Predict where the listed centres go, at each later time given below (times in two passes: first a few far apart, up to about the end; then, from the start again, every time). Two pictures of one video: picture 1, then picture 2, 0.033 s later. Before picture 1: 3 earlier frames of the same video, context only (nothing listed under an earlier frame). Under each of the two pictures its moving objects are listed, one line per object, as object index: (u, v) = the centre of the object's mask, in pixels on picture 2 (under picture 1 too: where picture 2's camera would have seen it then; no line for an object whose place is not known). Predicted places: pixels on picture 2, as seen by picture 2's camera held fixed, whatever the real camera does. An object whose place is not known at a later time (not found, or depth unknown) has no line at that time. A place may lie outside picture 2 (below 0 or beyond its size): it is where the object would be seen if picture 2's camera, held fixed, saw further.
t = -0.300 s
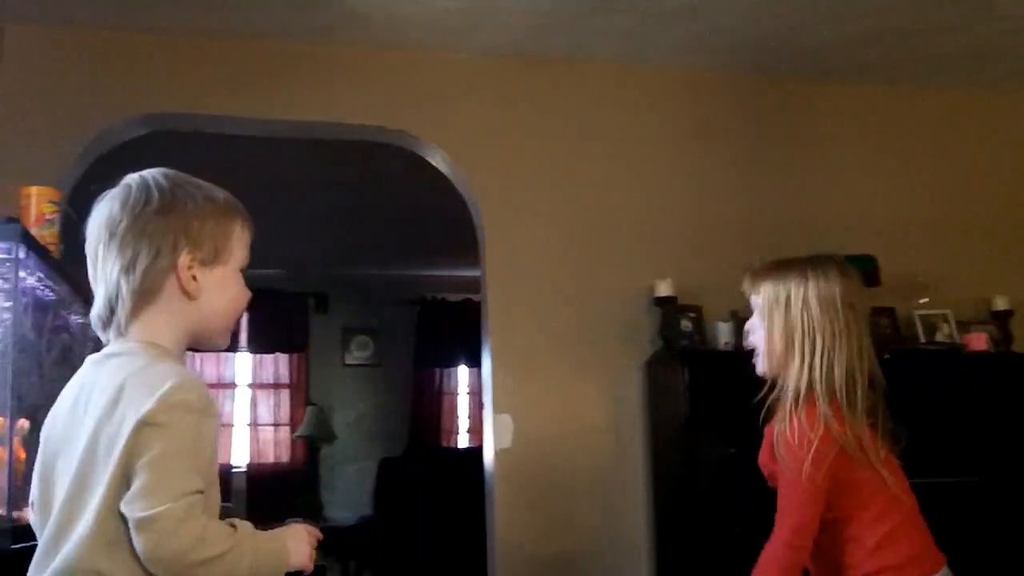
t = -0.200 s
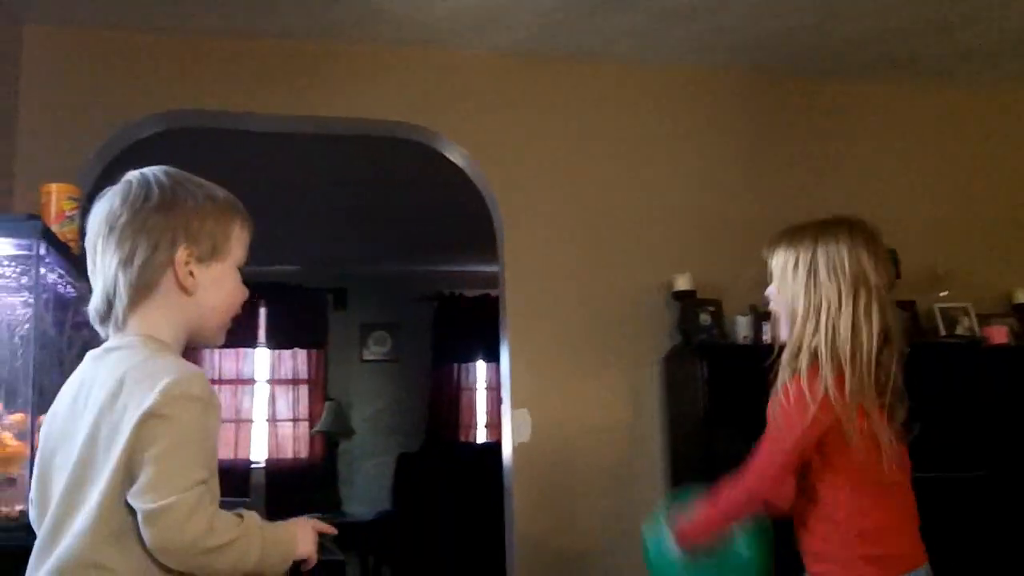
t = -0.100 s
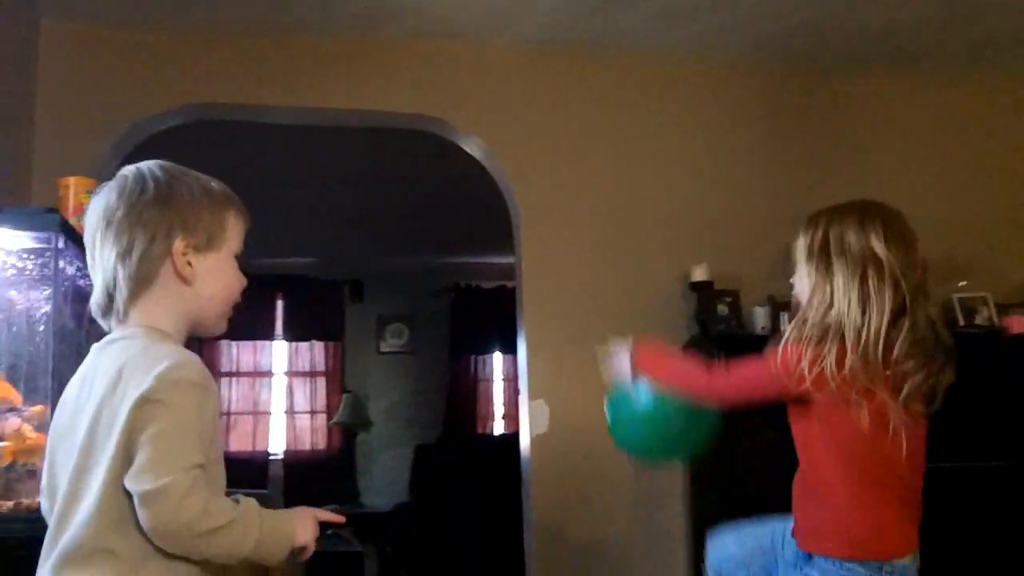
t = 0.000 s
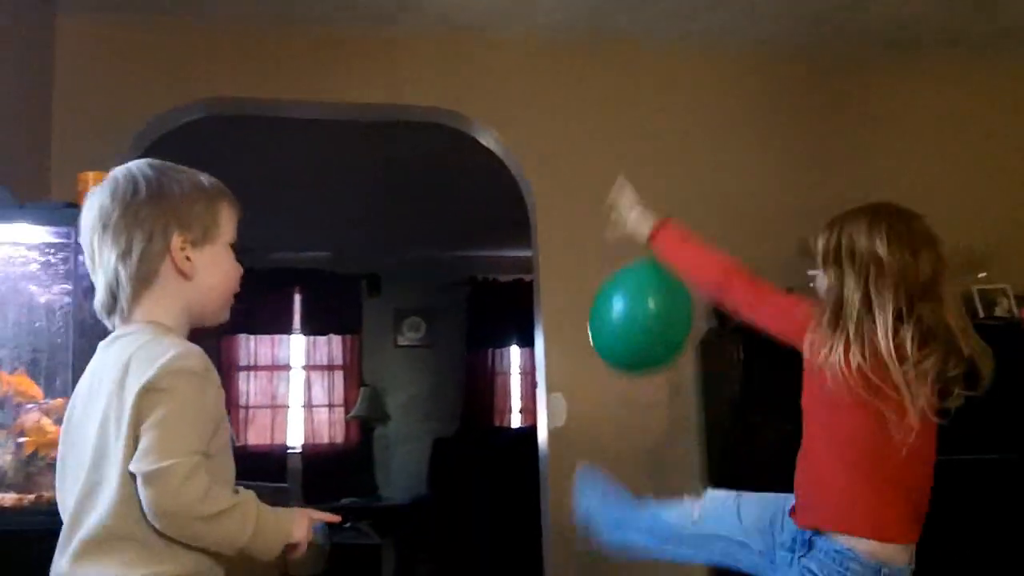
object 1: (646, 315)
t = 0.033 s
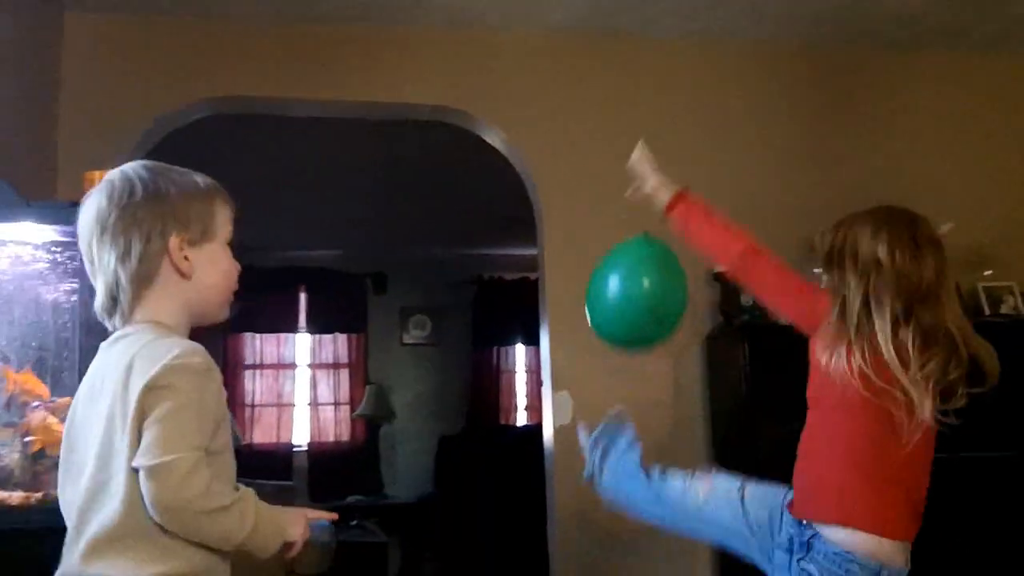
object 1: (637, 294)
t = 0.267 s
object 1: (596, 203)
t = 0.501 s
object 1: (566, 169)
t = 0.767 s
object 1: (547, 174)
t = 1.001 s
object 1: (545, 210)
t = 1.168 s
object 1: (546, 250)
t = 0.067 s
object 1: (629, 276)
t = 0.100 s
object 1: (622, 260)
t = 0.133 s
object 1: (615, 245)
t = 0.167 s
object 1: (610, 232)
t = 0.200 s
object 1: (605, 221)
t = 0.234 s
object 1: (600, 212)
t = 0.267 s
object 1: (596, 203)
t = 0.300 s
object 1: (591, 196)
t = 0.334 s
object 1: (587, 189)
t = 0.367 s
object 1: (582, 183)
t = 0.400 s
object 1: (578, 179)
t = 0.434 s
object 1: (574, 175)
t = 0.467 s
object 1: (570, 171)
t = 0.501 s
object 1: (566, 169)
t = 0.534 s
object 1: (562, 167)
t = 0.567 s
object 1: (559, 165)
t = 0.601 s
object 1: (556, 164)
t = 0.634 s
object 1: (554, 165)
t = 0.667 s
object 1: (552, 166)
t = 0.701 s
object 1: (550, 168)
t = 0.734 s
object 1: (548, 171)
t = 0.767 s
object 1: (547, 174)
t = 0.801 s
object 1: (546, 178)
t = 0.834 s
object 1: (545, 182)
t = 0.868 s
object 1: (544, 186)
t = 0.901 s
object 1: (544, 192)
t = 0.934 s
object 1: (544, 197)
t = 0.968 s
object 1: (544, 204)
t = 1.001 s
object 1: (545, 210)
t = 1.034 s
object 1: (545, 218)
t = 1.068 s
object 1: (545, 225)
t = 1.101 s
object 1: (546, 233)
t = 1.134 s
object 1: (546, 241)
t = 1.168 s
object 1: (546, 250)
